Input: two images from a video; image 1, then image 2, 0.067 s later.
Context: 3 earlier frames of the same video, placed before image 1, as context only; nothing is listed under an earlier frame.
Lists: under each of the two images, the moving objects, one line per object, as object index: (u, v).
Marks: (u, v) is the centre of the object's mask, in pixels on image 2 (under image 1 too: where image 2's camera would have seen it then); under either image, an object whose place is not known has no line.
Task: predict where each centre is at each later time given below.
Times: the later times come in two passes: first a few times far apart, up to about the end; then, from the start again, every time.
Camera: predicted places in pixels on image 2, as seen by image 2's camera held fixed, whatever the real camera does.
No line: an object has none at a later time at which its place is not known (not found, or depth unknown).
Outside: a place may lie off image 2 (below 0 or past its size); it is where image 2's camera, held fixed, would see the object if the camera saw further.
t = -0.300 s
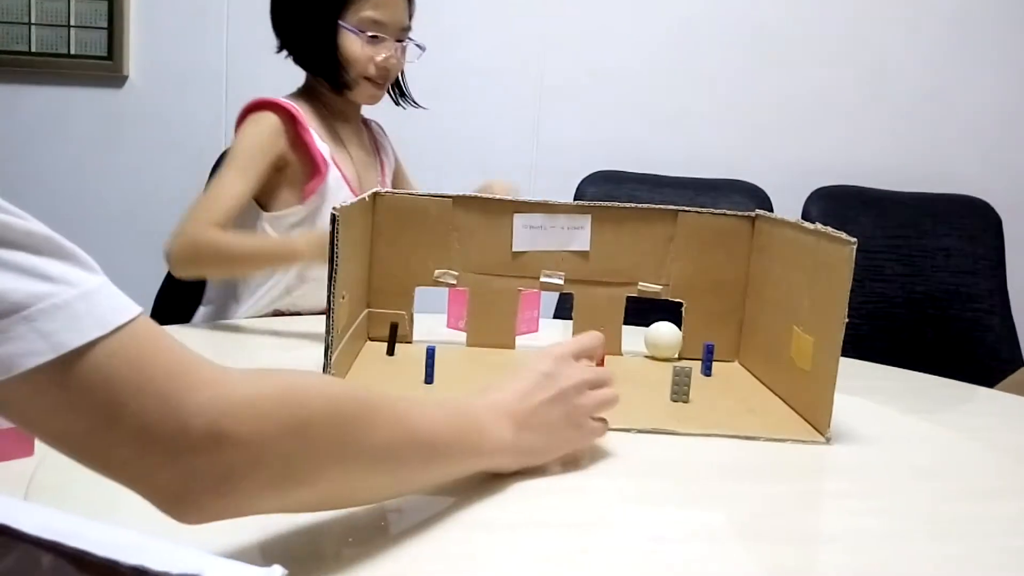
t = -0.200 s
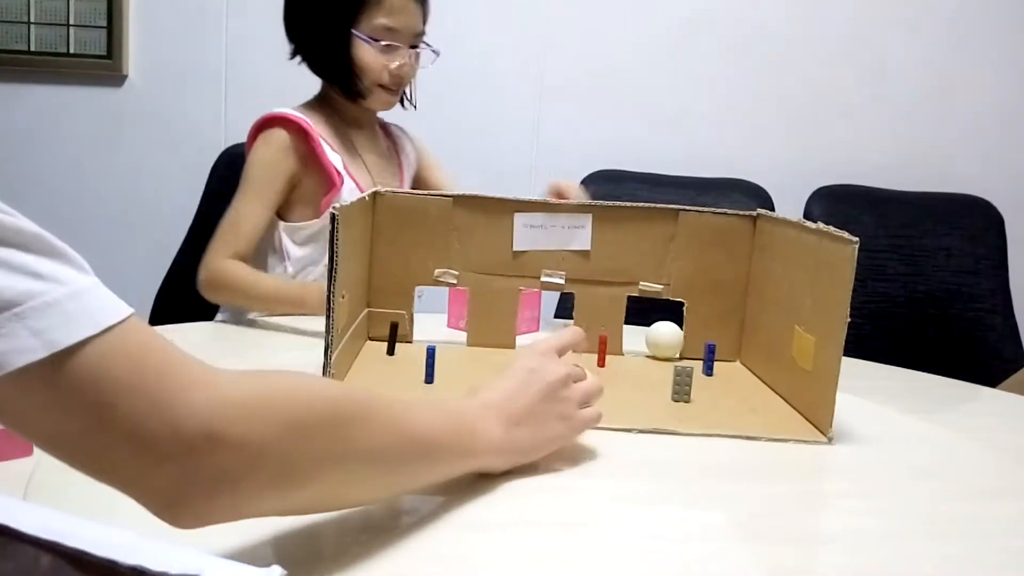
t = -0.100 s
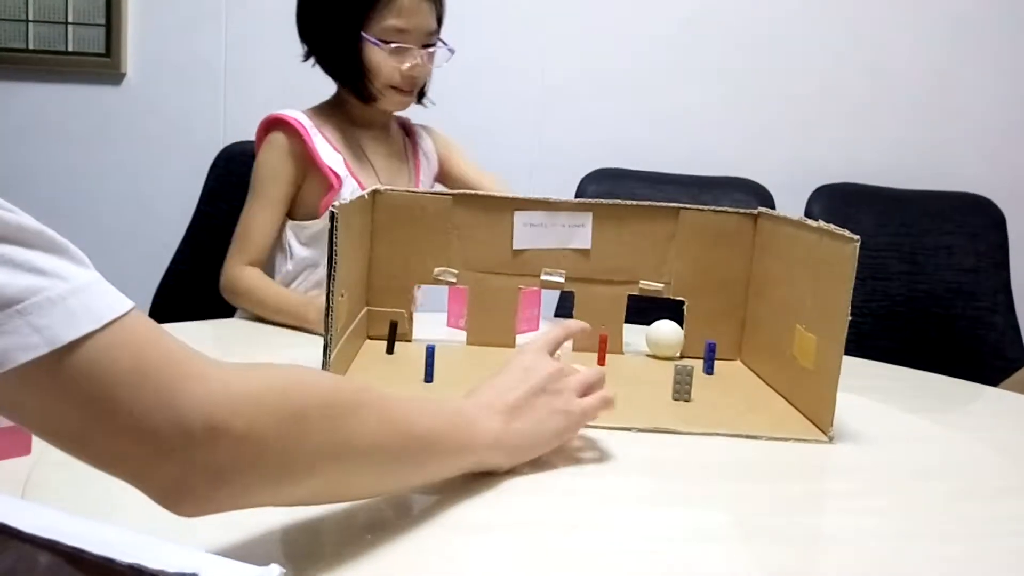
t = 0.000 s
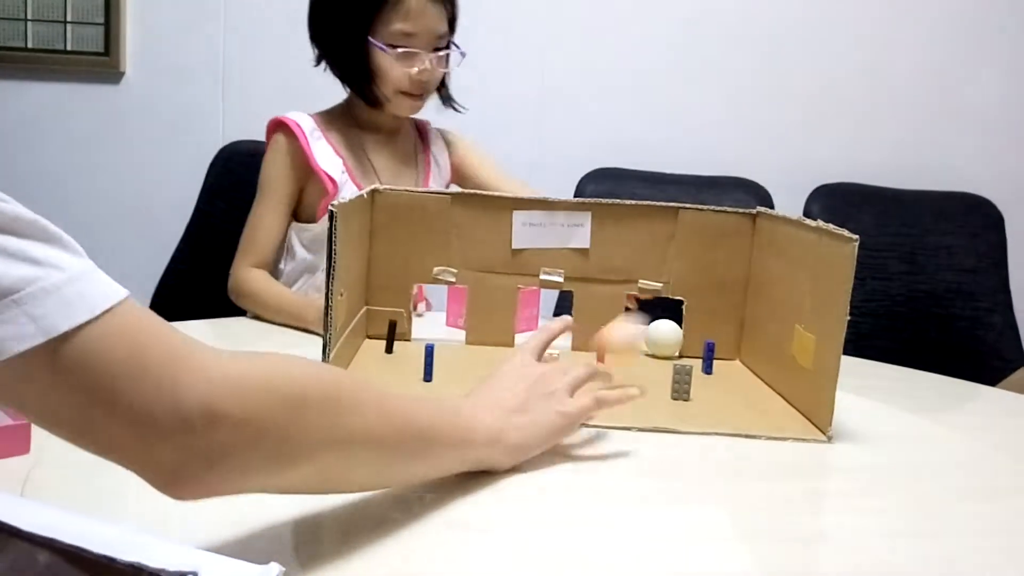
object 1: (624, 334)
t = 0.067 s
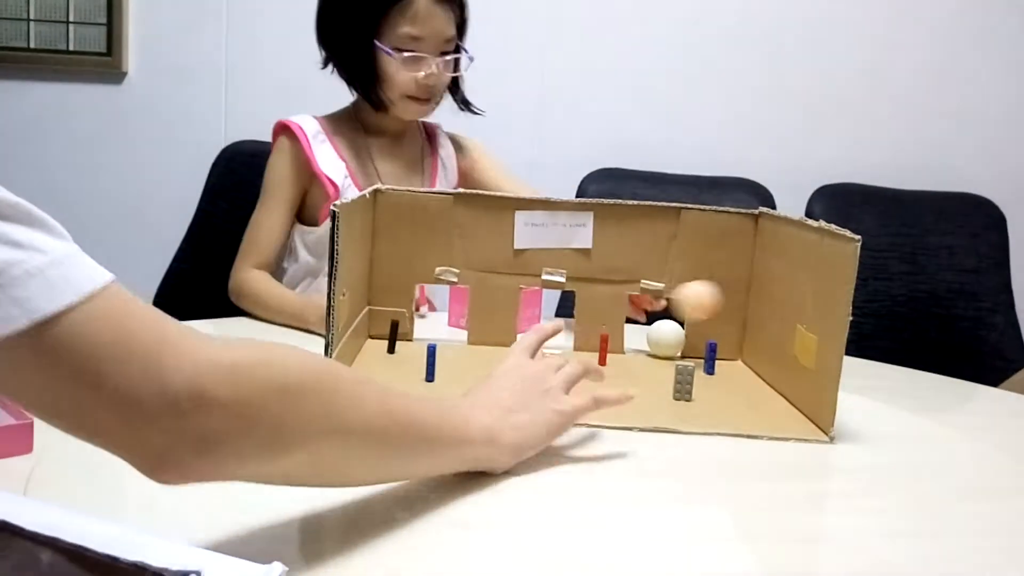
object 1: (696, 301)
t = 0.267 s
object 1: (738, 359)
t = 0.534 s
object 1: (750, 387)
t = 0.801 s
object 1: (767, 414)
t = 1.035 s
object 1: (795, 450)
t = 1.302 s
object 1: (817, 492)
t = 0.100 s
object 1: (729, 304)
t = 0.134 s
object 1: (730, 319)
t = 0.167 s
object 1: (729, 324)
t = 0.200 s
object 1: (732, 331)
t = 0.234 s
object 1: (736, 346)
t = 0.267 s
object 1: (738, 359)
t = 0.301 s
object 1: (739, 358)
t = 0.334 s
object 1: (740, 364)
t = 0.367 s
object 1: (741, 369)
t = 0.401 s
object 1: (743, 372)
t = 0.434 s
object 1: (746, 376)
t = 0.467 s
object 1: (748, 380)
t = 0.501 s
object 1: (749, 384)
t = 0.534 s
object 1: (750, 387)
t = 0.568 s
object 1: (753, 391)
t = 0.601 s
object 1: (755, 394)
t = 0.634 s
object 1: (758, 397)
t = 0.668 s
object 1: (760, 399)
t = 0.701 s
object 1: (762, 403)
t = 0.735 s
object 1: (763, 406)
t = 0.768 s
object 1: (764, 410)
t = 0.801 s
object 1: (767, 414)
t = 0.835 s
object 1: (772, 420)
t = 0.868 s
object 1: (777, 425)
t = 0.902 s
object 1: (781, 430)
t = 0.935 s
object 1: (784, 435)
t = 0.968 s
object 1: (788, 440)
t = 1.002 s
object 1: (791, 445)
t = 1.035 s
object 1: (795, 450)
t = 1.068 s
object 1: (799, 454)
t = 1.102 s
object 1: (802, 460)
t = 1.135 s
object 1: (806, 465)
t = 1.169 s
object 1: (808, 470)
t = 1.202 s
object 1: (811, 475)
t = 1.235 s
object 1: (813, 480)
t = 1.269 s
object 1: (815, 486)
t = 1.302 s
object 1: (817, 492)
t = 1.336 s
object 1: (818, 497)
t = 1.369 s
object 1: (819, 502)
